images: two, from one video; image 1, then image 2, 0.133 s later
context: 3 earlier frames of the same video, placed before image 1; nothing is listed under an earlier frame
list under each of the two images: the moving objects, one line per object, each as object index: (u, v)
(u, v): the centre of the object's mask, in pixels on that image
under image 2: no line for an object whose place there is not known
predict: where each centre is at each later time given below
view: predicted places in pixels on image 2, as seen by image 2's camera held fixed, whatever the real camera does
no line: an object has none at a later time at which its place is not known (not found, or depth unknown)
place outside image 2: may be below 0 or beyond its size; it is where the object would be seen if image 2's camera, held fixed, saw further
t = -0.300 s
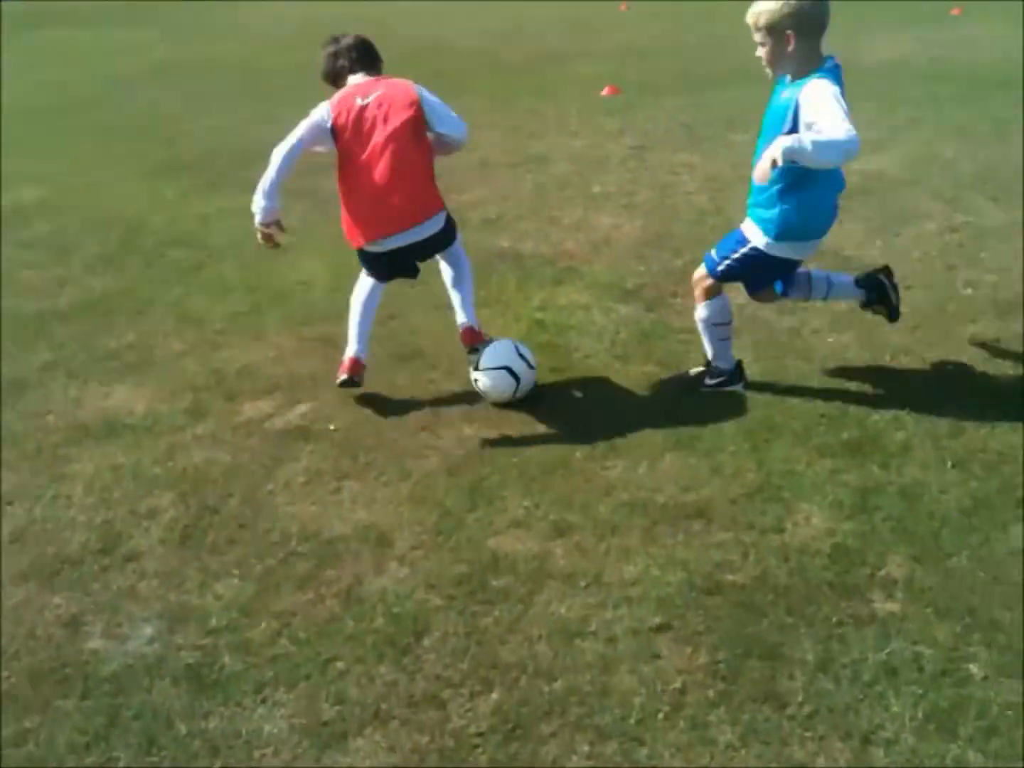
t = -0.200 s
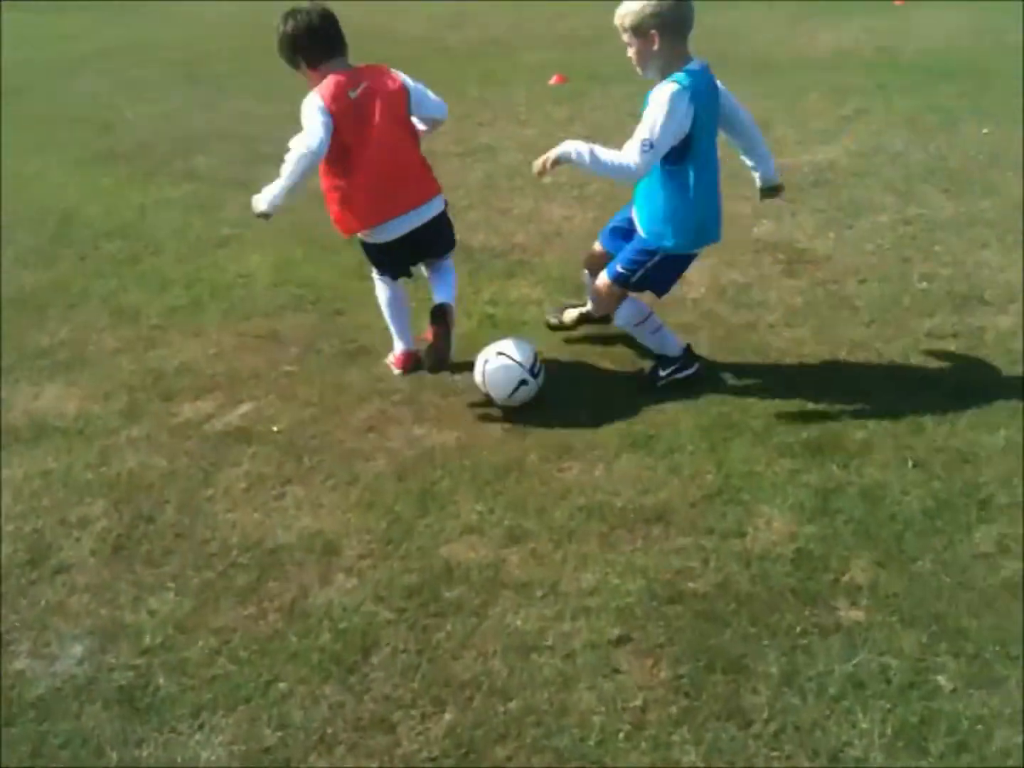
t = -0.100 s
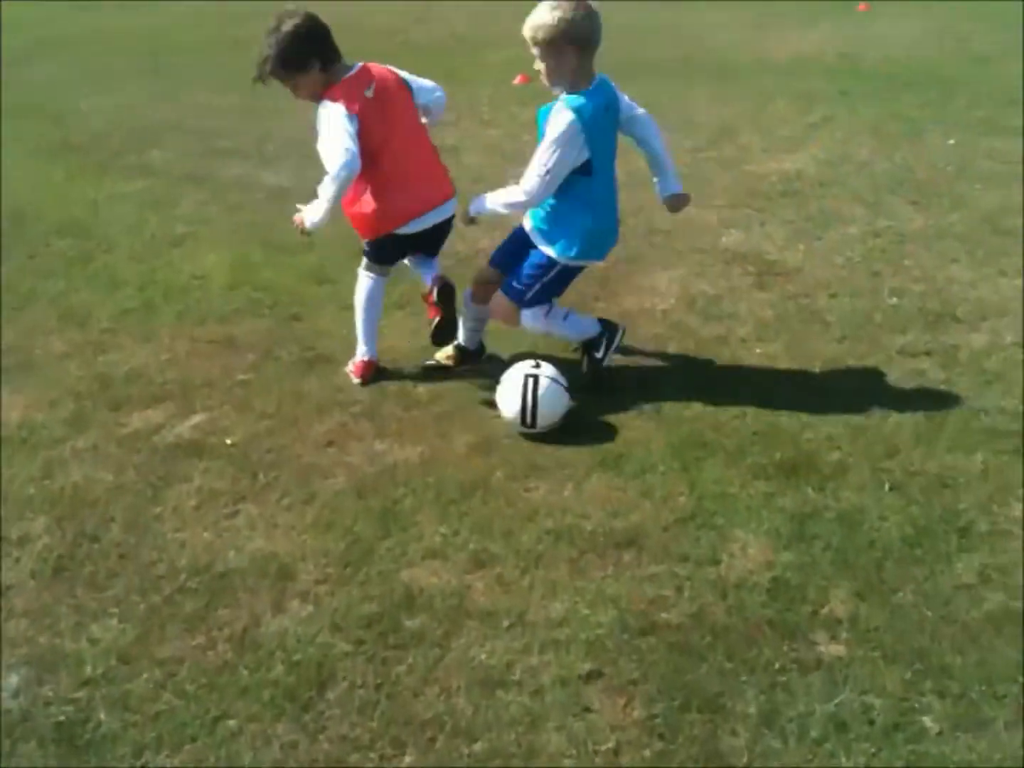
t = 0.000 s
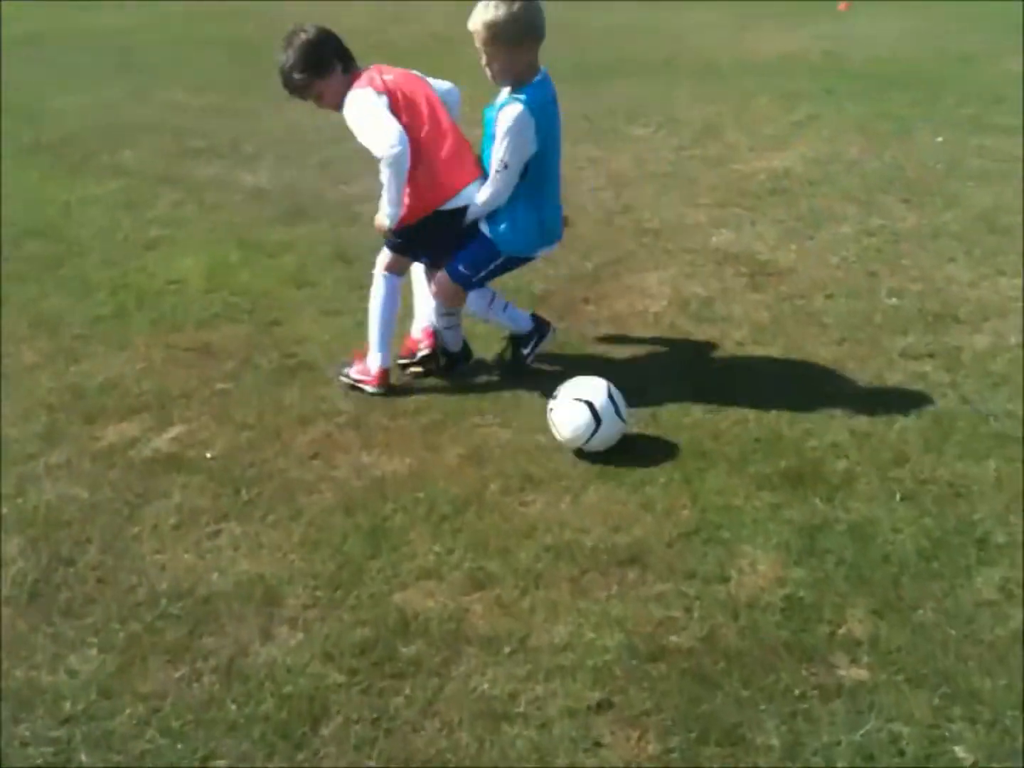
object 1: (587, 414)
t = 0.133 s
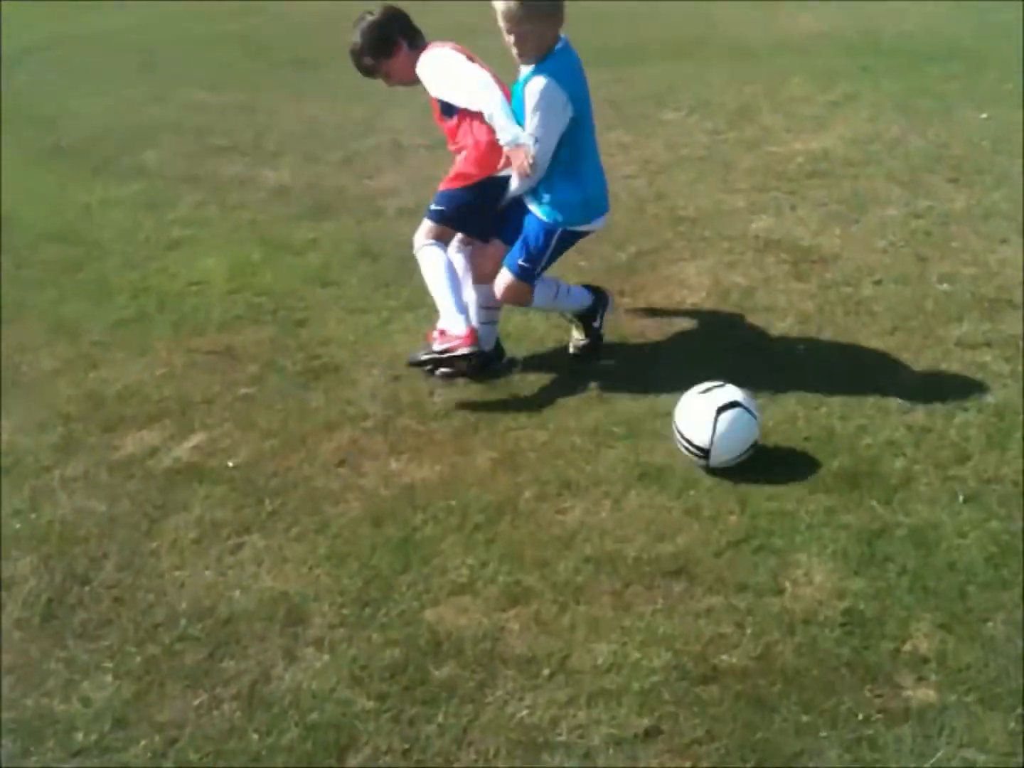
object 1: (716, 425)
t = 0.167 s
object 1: (739, 428)
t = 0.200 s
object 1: (762, 433)
